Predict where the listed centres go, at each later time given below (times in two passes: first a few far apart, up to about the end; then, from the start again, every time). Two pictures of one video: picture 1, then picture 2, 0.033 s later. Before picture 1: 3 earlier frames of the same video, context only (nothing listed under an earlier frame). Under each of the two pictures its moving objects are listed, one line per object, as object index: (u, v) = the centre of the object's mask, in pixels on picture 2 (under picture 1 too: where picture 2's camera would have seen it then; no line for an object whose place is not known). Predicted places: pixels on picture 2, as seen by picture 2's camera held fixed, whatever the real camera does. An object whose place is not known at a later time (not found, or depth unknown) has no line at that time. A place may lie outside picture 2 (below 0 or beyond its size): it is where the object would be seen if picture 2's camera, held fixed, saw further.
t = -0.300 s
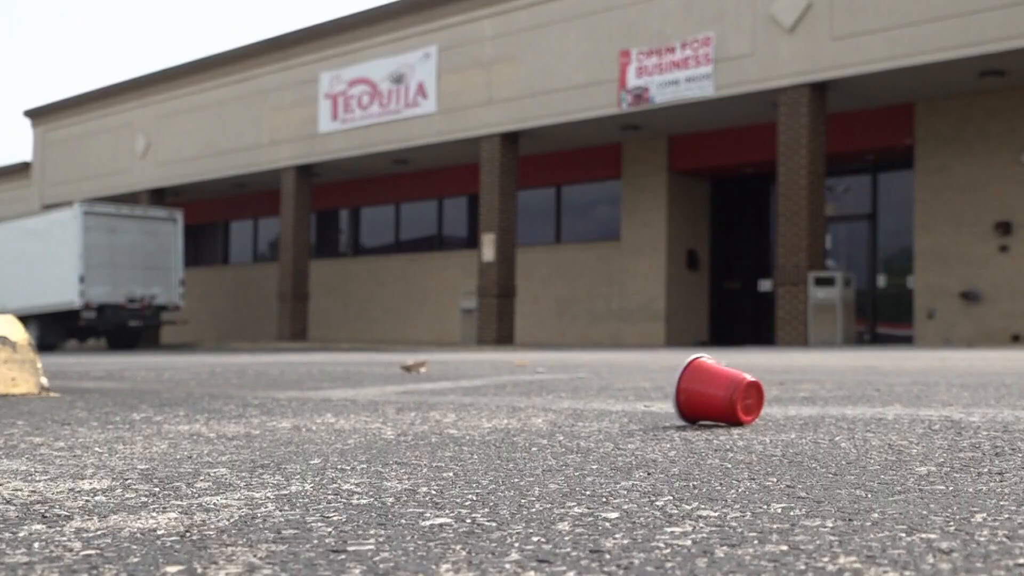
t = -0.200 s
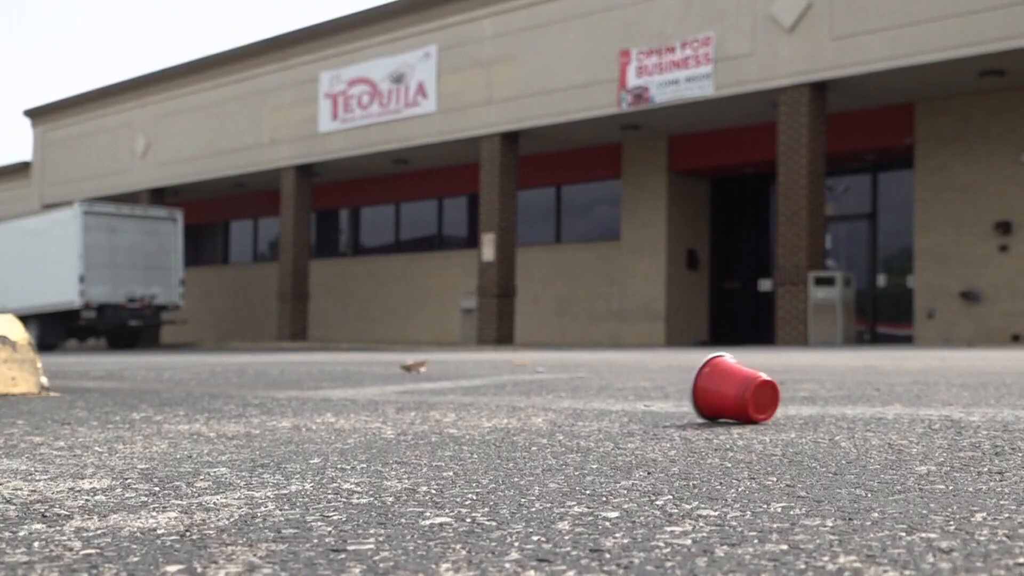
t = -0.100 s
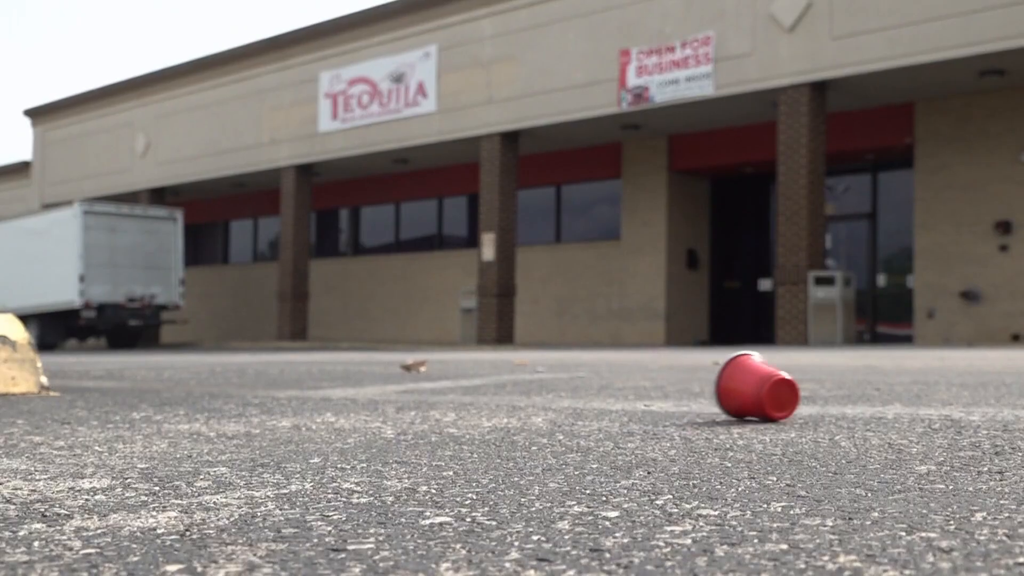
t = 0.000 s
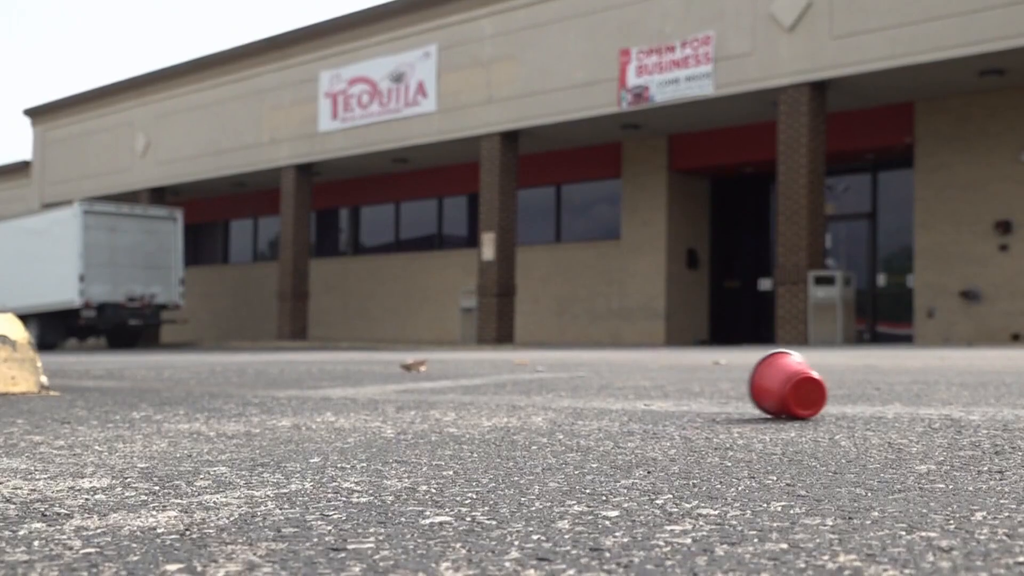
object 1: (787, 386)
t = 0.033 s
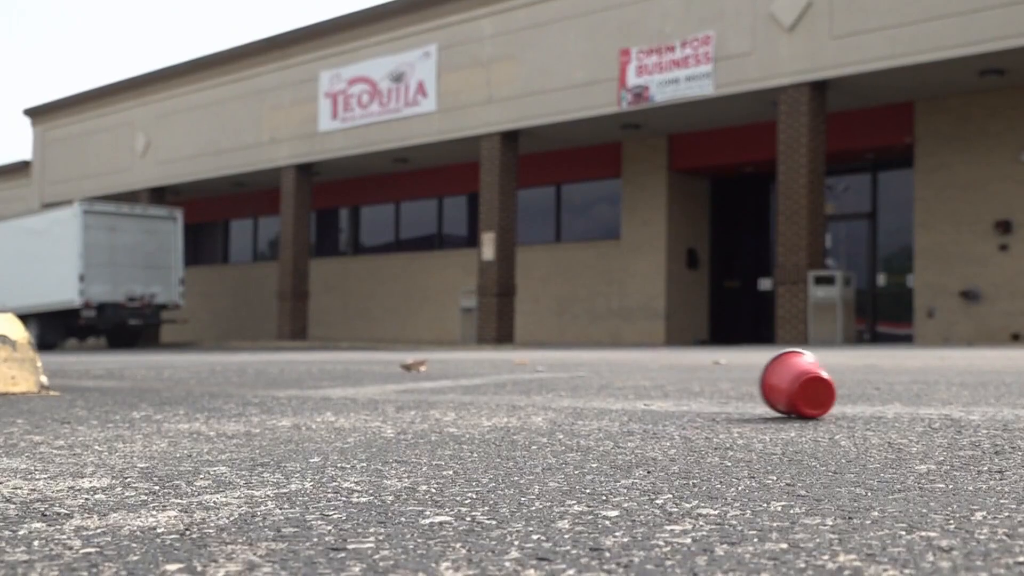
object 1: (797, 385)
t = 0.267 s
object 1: (848, 382)
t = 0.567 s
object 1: (843, 382)
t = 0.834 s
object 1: (796, 385)
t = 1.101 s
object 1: (750, 389)
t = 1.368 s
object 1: (706, 392)
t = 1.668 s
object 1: (681, 396)
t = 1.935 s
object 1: (673, 398)
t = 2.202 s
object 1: (674, 400)
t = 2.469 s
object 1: (675, 401)
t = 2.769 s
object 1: (674, 400)
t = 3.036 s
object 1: (673, 398)
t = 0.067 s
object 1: (807, 384)
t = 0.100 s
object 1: (816, 384)
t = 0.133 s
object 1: (824, 384)
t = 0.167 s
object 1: (831, 383)
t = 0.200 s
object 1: (838, 383)
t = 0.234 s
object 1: (844, 382)
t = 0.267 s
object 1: (848, 382)
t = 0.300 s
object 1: (852, 382)
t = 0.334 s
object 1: (856, 382)
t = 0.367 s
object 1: (859, 382)
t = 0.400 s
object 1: (860, 382)
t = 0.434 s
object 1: (859, 382)
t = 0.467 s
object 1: (856, 382)
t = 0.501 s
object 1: (852, 382)
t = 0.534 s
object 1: (848, 382)
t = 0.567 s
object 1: (843, 382)
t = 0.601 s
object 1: (838, 383)
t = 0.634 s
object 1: (832, 383)
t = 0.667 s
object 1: (826, 383)
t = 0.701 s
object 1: (820, 384)
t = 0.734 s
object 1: (814, 384)
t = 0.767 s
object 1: (808, 384)
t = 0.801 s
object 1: (802, 385)
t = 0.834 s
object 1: (796, 385)
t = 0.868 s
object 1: (791, 385)
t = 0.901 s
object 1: (785, 386)
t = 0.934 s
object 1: (779, 386)
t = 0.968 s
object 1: (774, 387)
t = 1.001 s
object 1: (768, 387)
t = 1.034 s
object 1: (762, 388)
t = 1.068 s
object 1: (755, 388)
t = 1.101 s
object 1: (750, 389)
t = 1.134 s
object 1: (743, 389)
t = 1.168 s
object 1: (737, 390)
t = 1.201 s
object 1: (731, 390)
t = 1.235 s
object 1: (725, 390)
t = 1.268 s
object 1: (720, 391)
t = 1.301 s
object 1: (715, 391)
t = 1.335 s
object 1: (710, 392)
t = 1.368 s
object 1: (706, 392)
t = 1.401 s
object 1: (702, 393)
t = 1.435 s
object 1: (699, 393)
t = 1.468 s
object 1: (696, 394)
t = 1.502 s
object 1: (692, 394)
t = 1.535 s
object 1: (690, 395)
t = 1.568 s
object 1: (687, 395)
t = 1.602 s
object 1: (685, 395)
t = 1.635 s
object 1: (683, 396)
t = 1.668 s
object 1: (681, 396)
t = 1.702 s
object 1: (679, 397)
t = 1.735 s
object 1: (677, 397)
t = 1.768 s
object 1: (676, 397)
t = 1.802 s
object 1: (676, 397)
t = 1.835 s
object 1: (675, 397)
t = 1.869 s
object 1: (674, 397)
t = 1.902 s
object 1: (673, 398)
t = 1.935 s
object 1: (673, 398)
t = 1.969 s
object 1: (673, 398)
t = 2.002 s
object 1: (673, 399)
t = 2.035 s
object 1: (673, 399)
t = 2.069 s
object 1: (674, 399)
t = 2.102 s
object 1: (674, 399)
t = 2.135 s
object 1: (674, 400)
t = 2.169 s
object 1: (674, 400)
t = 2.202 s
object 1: (674, 400)
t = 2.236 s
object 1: (674, 400)
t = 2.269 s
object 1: (674, 400)
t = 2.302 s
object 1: (674, 400)
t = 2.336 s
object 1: (674, 401)
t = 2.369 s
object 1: (675, 401)
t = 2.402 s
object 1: (675, 401)
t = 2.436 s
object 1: (675, 401)
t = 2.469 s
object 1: (675, 401)
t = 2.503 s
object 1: (676, 401)
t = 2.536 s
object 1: (676, 401)
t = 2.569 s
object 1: (676, 401)
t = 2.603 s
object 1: (675, 401)
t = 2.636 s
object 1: (675, 401)
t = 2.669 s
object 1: (675, 401)
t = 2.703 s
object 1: (675, 401)
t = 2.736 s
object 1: (674, 400)
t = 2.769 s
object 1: (674, 400)
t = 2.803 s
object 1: (674, 400)
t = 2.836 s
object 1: (674, 400)
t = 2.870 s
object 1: (674, 399)
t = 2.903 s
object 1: (674, 399)
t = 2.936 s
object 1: (673, 399)
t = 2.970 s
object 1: (672, 398)
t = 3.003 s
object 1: (673, 398)
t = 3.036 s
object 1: (673, 398)
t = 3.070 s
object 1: (674, 397)
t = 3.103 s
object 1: (675, 397)
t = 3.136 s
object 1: (676, 397)
